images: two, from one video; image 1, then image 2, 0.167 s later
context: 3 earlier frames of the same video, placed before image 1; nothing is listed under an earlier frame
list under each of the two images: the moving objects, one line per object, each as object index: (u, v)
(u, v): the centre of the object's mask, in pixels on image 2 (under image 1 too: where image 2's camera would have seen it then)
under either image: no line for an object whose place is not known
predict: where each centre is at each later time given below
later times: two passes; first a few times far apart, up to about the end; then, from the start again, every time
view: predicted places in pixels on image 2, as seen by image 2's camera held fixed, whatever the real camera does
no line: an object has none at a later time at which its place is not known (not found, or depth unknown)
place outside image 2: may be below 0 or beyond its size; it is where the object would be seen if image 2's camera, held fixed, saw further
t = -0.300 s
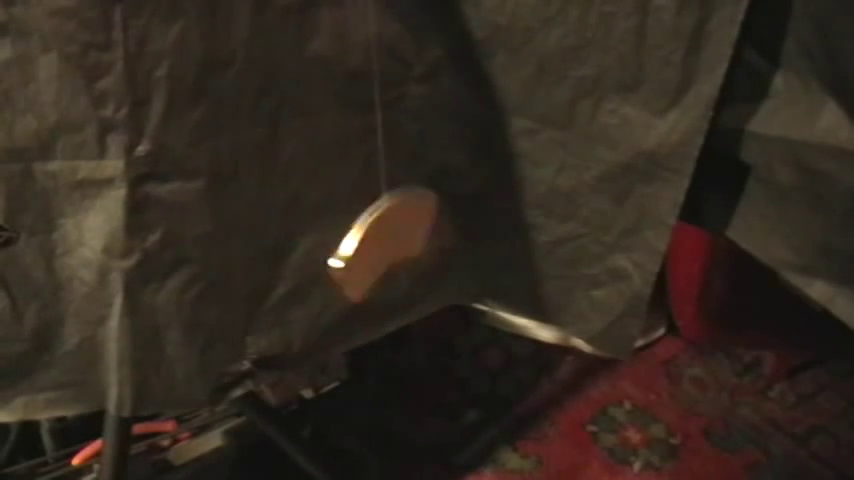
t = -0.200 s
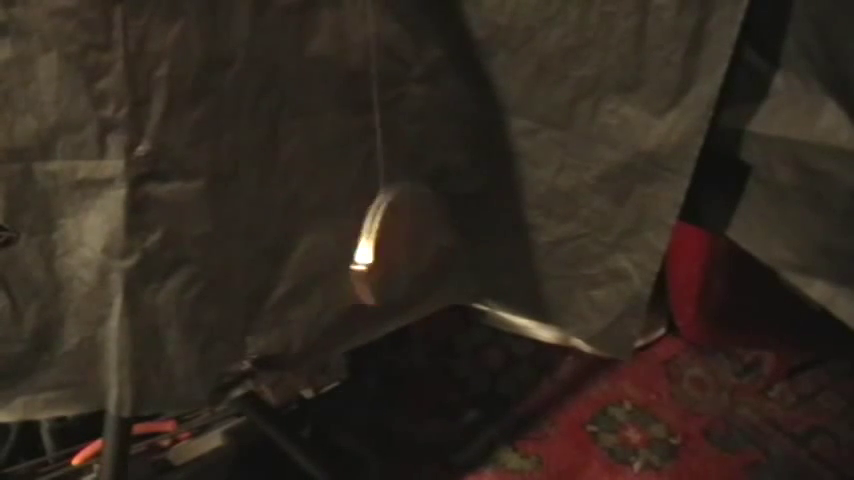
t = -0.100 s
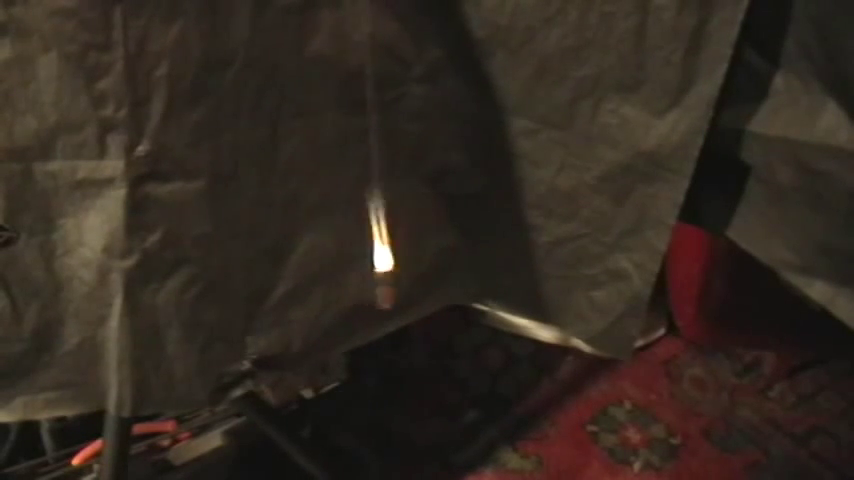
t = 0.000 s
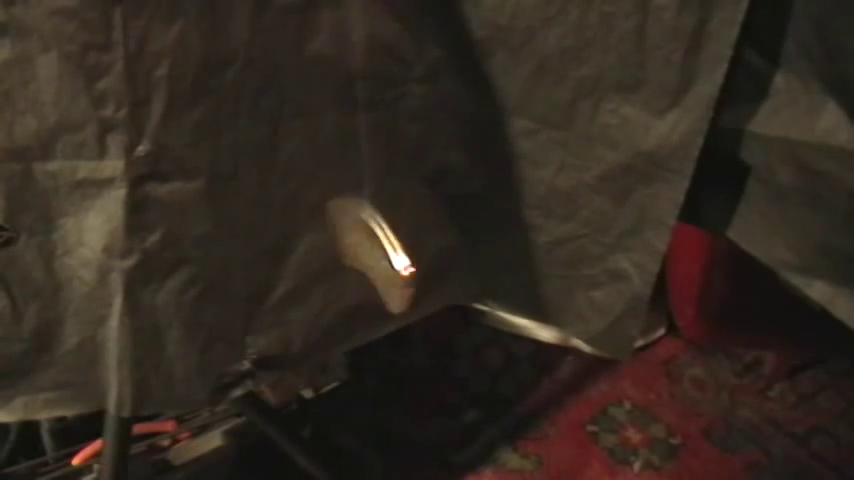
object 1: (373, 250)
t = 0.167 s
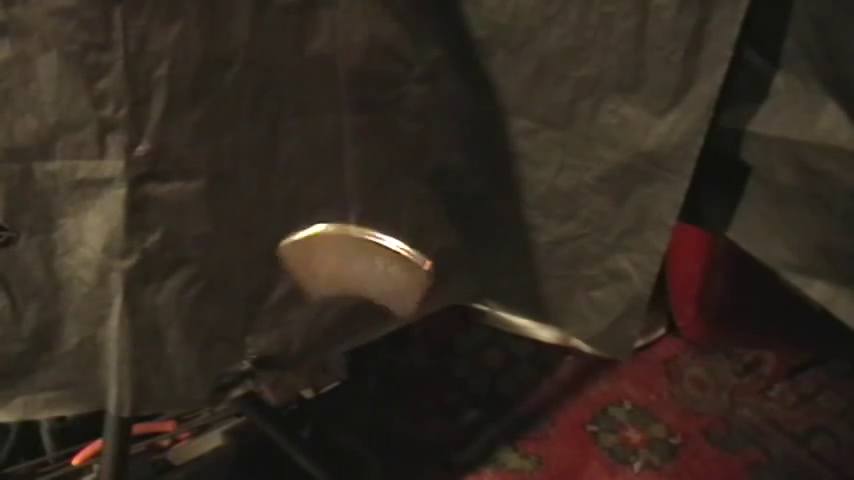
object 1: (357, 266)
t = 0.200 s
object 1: (354, 269)
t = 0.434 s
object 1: (349, 287)
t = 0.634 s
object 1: (367, 279)
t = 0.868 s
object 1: (388, 254)
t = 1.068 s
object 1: (389, 236)
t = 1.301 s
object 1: (379, 239)
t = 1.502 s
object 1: (356, 267)
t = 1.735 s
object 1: (345, 286)
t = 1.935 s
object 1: (356, 281)
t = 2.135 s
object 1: (375, 257)
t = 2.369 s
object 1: (385, 238)
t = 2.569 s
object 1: (381, 237)
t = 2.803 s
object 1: (356, 261)
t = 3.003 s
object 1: (351, 285)
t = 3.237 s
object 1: (351, 299)
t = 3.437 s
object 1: (373, 261)
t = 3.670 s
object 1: (387, 235)
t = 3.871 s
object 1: (385, 240)
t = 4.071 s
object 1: (370, 264)
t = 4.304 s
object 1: (339, 290)
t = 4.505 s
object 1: (346, 285)
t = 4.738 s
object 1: (367, 259)
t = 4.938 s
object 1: (390, 243)
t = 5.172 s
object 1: (389, 243)
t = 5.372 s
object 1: (363, 267)
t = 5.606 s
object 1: (336, 288)
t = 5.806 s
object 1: (336, 293)
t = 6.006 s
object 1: (362, 279)
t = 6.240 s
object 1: (390, 248)
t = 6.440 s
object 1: (390, 237)
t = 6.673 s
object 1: (378, 249)
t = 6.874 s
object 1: (352, 274)
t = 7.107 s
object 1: (343, 290)
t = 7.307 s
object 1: (368, 283)
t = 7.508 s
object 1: (384, 248)
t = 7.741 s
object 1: (393, 239)
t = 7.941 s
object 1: (377, 248)
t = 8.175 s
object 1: (357, 273)
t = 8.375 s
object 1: (350, 299)
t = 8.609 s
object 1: (362, 274)
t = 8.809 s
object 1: (378, 249)
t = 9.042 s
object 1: (391, 234)
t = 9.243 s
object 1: (383, 241)
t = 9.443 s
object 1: (364, 262)
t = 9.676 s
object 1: (347, 280)
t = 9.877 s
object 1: (352, 277)
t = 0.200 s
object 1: (354, 269)
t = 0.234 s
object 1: (355, 270)
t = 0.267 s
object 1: (353, 274)
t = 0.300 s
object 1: (352, 275)
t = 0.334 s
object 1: (351, 277)
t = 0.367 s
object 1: (352, 280)
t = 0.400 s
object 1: (348, 286)
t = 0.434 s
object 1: (349, 287)
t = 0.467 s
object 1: (348, 287)
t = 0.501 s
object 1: (351, 288)
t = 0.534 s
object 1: (352, 287)
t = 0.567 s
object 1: (356, 285)
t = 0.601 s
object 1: (361, 283)
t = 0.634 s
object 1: (367, 279)
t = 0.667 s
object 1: (373, 275)
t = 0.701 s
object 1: (364, 285)
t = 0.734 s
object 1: (371, 280)
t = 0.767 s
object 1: (379, 274)
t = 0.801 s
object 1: (385, 268)
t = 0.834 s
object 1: (387, 260)
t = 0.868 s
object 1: (388, 254)
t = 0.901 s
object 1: (389, 249)
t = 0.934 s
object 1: (390, 245)
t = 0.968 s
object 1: (390, 241)
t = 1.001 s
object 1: (390, 239)
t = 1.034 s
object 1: (390, 237)
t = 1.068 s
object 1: (389, 236)
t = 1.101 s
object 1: (388, 235)
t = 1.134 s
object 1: (386, 235)
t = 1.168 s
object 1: (387, 236)
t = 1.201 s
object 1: (385, 237)
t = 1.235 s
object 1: (383, 237)
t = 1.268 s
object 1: (381, 237)
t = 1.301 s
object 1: (379, 239)
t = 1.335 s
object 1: (375, 243)
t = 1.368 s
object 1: (372, 246)
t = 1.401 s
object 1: (369, 250)
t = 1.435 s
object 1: (366, 254)
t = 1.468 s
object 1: (359, 262)
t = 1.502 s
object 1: (356, 267)
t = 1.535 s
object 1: (352, 271)
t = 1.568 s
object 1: (350, 275)
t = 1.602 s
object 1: (348, 278)
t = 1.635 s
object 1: (347, 280)
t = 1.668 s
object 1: (346, 282)
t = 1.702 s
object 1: (345, 285)
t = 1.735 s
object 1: (345, 286)
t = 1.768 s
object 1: (346, 287)
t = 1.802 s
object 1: (347, 287)
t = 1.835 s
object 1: (348, 287)
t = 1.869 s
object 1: (350, 285)
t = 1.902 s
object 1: (353, 283)
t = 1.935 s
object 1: (356, 281)
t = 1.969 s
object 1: (359, 277)
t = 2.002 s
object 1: (362, 274)
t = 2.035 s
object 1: (365, 270)
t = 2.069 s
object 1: (368, 266)
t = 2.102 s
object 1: (372, 261)
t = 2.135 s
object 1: (375, 257)
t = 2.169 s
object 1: (378, 253)
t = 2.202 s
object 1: (380, 250)
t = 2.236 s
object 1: (382, 246)
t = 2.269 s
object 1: (383, 244)
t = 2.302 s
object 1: (384, 241)
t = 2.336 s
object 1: (384, 239)
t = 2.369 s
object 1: (385, 238)
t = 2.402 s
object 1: (384, 237)
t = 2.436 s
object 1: (384, 236)
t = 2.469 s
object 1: (383, 236)
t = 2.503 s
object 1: (382, 237)
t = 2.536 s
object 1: (383, 236)
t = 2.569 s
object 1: (381, 237)
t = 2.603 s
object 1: (377, 240)
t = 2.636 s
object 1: (373, 241)
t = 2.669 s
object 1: (372, 249)
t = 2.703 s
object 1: (369, 249)
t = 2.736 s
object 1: (365, 250)
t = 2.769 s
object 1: (358, 255)
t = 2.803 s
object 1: (356, 261)
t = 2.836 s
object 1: (356, 267)
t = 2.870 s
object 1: (355, 272)
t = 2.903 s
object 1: (353, 276)
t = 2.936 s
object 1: (352, 279)
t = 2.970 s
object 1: (352, 283)
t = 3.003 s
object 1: (351, 285)
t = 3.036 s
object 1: (351, 288)
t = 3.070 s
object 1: (352, 290)
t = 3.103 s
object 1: (353, 293)
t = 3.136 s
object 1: (356, 297)
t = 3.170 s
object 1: (356, 300)
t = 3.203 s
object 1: (354, 298)
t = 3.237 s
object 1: (351, 299)
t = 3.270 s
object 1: (349, 293)
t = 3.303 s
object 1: (348, 288)
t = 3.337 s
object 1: (347, 282)
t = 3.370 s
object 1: (348, 270)
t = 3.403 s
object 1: (369, 265)
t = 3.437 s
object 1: (373, 261)
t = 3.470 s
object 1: (376, 257)
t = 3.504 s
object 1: (378, 252)
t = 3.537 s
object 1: (381, 249)
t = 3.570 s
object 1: (383, 245)
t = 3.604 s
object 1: (384, 243)
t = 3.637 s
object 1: (384, 242)
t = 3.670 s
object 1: (387, 235)
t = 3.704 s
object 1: (389, 234)
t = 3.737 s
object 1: (387, 233)
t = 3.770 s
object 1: (387, 231)
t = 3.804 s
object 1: (384, 232)
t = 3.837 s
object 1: (386, 237)
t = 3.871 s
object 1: (385, 240)
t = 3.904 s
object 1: (383, 242)
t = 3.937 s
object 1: (380, 246)
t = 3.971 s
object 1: (378, 249)
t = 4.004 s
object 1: (376, 254)
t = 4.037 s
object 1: (372, 258)
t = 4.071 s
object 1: (370, 264)
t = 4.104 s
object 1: (365, 273)
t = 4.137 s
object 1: (357, 276)
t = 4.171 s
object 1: (349, 283)
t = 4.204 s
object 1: (339, 286)
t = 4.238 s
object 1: (332, 289)
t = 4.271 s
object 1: (325, 292)
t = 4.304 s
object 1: (339, 290)
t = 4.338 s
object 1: (341, 287)
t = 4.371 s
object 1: (342, 288)
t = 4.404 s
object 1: (343, 287)
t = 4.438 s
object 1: (344, 286)
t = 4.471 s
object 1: (344, 285)
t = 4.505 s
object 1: (346, 285)
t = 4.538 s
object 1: (348, 282)
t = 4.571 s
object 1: (348, 281)
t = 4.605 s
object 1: (350, 278)
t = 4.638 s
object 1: (354, 273)
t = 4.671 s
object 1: (358, 270)
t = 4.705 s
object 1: (362, 266)
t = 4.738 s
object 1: (367, 259)
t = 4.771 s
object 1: (374, 257)
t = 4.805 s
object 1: (379, 252)
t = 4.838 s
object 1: (383, 249)
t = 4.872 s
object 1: (385, 247)
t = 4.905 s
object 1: (388, 245)
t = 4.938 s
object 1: (390, 243)
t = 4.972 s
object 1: (391, 241)
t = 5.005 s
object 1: (392, 240)
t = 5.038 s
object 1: (392, 240)
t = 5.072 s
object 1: (393, 240)
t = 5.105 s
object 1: (392, 240)
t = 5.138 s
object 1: (390, 242)
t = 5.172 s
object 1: (389, 243)
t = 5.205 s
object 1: (386, 246)
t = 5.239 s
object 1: (383, 251)
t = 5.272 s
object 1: (378, 255)
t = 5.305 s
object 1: (373, 258)
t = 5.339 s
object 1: (368, 263)
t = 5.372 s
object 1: (363, 267)
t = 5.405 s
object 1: (358, 271)
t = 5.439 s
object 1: (354, 275)
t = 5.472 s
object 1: (350, 278)
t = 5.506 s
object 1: (345, 281)
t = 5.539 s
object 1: (341, 283)
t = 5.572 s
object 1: (339, 285)
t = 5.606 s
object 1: (336, 288)
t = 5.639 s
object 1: (335, 289)
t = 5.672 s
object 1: (334, 291)
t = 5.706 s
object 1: (334, 293)
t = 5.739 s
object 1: (334, 292)
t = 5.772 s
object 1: (335, 293)
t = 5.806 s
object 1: (336, 293)
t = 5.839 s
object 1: (339, 293)
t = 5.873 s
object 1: (342, 290)
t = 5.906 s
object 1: (346, 289)
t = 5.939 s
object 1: (352, 287)
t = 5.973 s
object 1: (356, 284)
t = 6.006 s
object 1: (362, 279)
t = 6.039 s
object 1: (366, 275)
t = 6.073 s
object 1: (372, 270)
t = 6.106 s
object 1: (377, 265)
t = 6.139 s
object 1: (382, 260)
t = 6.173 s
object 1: (387, 255)
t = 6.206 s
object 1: (388, 251)
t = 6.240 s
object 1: (390, 248)
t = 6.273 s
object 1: (391, 244)
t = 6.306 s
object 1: (392, 242)
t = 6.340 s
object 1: (392, 240)
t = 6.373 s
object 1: (392, 238)
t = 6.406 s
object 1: (392, 237)
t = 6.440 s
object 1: (390, 237)
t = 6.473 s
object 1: (389, 238)
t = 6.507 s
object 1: (387, 239)
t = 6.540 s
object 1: (385, 241)
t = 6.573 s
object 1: (383, 243)
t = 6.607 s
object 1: (380, 245)
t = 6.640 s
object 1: (379, 247)
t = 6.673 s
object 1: (378, 249)
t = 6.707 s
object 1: (373, 253)
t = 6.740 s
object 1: (371, 255)
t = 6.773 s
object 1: (367, 258)
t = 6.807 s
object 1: (364, 262)
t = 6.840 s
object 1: (359, 267)
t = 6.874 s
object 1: (352, 274)
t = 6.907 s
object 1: (350, 277)
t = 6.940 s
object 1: (347, 281)
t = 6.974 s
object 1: (346, 283)
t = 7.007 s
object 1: (343, 285)
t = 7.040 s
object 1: (343, 287)
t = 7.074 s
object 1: (343, 288)
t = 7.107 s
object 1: (343, 290)
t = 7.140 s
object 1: (346, 288)
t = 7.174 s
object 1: (350, 287)
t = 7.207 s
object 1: (349, 290)
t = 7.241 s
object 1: (352, 294)
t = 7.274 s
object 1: (360, 289)
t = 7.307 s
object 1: (368, 283)
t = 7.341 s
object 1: (373, 276)
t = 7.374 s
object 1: (374, 267)
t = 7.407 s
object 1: (376, 262)
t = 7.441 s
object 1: (379, 257)
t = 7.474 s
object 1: (382, 253)
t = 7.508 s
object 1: (384, 248)
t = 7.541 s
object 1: (386, 245)
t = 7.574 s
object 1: (387, 241)
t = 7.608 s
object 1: (387, 238)
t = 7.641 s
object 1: (389, 235)
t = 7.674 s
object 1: (393, 241)
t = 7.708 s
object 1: (392, 240)
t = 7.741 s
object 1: (393, 239)
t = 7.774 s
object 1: (392, 238)
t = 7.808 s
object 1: (391, 238)
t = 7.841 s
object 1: (391, 236)
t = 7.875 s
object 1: (384, 242)
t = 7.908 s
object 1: (380, 245)
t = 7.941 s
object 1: (377, 248)
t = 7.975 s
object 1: (374, 252)
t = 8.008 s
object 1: (370, 256)
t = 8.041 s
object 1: (366, 260)
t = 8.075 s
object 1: (363, 264)
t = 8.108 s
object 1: (361, 267)
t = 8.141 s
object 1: (359, 270)
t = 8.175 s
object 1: (357, 273)
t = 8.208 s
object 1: (355, 275)
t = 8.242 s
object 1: (354, 278)
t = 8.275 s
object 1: (352, 280)
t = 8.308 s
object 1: (344, 302)
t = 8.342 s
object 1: (347, 298)
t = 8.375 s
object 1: (350, 299)
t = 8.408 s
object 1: (354, 298)
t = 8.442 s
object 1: (359, 300)
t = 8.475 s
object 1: (353, 288)
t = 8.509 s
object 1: (355, 285)
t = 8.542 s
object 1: (357, 282)
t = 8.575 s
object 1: (359, 278)
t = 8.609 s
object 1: (362, 274)
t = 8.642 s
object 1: (365, 270)
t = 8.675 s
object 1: (367, 266)
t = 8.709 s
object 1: (370, 261)
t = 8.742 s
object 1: (373, 257)
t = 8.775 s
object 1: (376, 253)
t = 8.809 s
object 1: (378, 249)
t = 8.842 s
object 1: (381, 246)
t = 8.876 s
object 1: (383, 243)
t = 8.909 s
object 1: (385, 241)
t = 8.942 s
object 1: (387, 238)
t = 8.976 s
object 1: (387, 237)
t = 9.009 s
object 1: (391, 236)
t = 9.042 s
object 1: (391, 234)
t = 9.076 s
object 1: (392, 235)
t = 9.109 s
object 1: (391, 234)
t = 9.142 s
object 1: (391, 235)
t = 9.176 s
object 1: (389, 237)
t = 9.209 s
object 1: (387, 239)
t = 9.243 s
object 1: (383, 241)
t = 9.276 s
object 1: (382, 244)
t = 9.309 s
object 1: (376, 253)
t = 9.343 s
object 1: (374, 255)
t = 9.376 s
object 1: (371, 257)
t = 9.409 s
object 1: (366, 261)
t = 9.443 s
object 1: (364, 262)
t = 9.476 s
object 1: (361, 265)
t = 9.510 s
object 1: (358, 268)
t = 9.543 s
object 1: (352, 271)
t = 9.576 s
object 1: (350, 274)
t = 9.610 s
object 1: (348, 278)
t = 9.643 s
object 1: (348, 279)
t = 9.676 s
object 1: (347, 280)
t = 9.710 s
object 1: (348, 281)
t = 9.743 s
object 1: (347, 281)
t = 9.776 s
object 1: (346, 280)
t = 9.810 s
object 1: (348, 279)
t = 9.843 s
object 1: (350, 279)
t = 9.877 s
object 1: (352, 277)
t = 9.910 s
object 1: (356, 275)
